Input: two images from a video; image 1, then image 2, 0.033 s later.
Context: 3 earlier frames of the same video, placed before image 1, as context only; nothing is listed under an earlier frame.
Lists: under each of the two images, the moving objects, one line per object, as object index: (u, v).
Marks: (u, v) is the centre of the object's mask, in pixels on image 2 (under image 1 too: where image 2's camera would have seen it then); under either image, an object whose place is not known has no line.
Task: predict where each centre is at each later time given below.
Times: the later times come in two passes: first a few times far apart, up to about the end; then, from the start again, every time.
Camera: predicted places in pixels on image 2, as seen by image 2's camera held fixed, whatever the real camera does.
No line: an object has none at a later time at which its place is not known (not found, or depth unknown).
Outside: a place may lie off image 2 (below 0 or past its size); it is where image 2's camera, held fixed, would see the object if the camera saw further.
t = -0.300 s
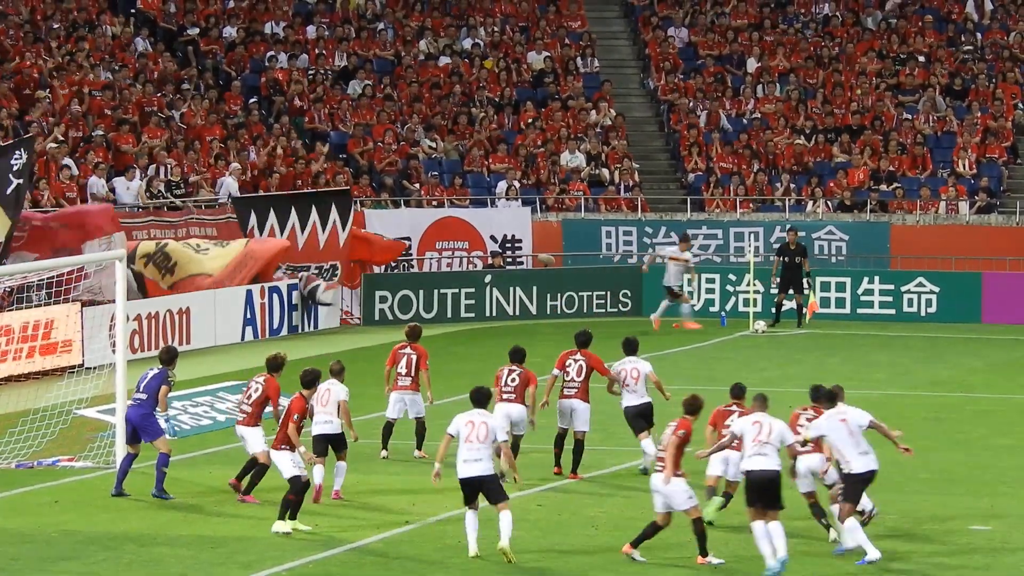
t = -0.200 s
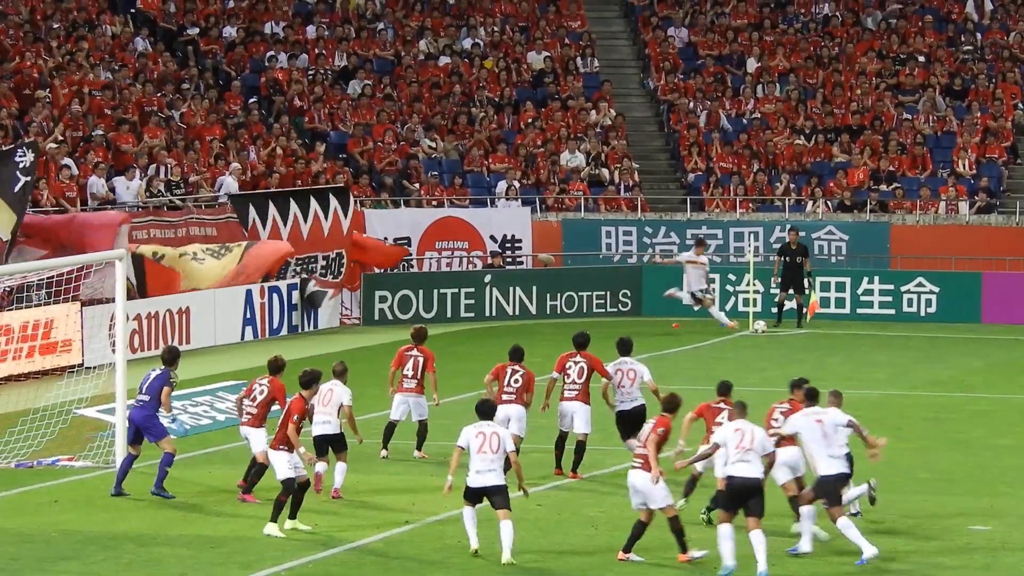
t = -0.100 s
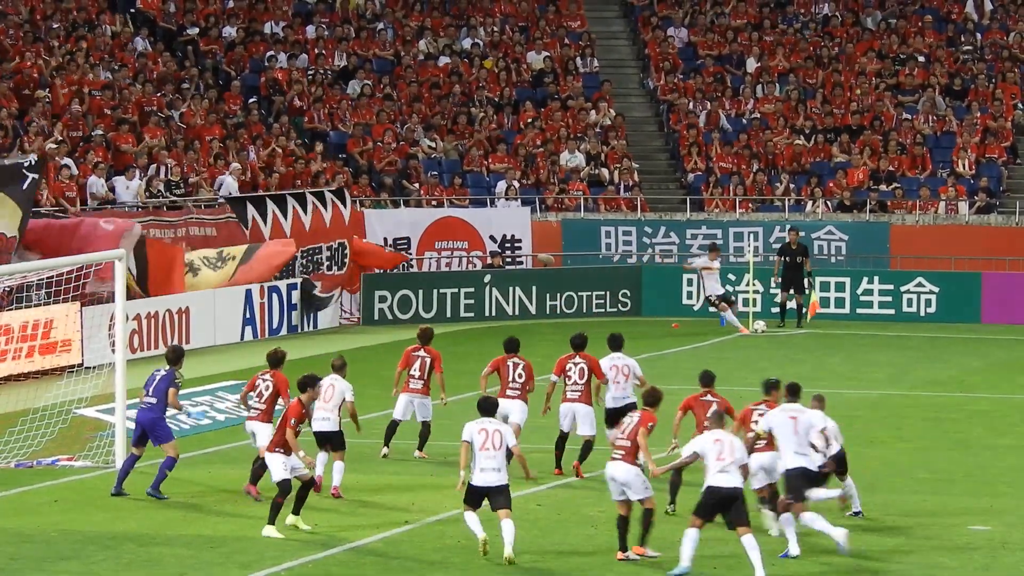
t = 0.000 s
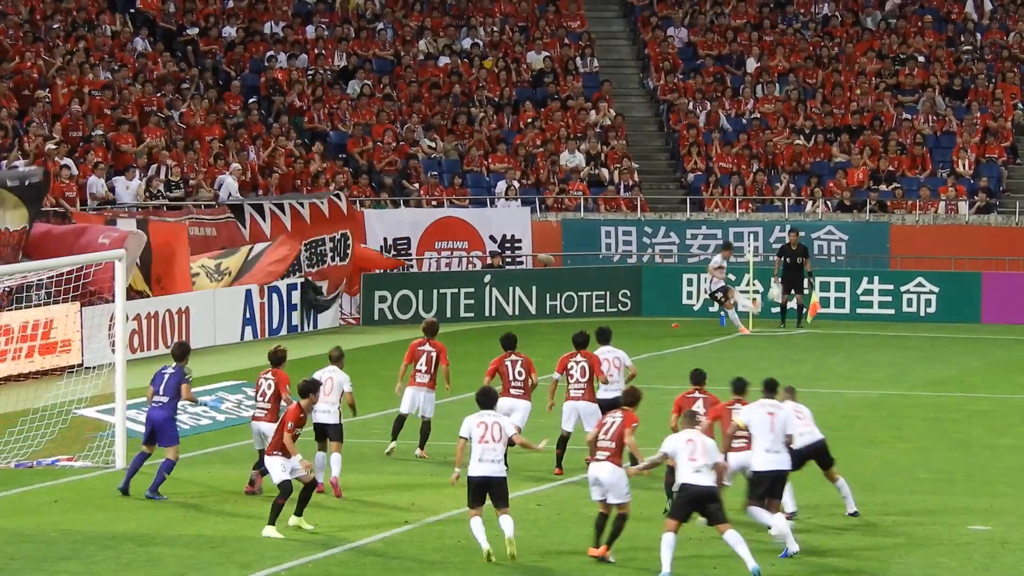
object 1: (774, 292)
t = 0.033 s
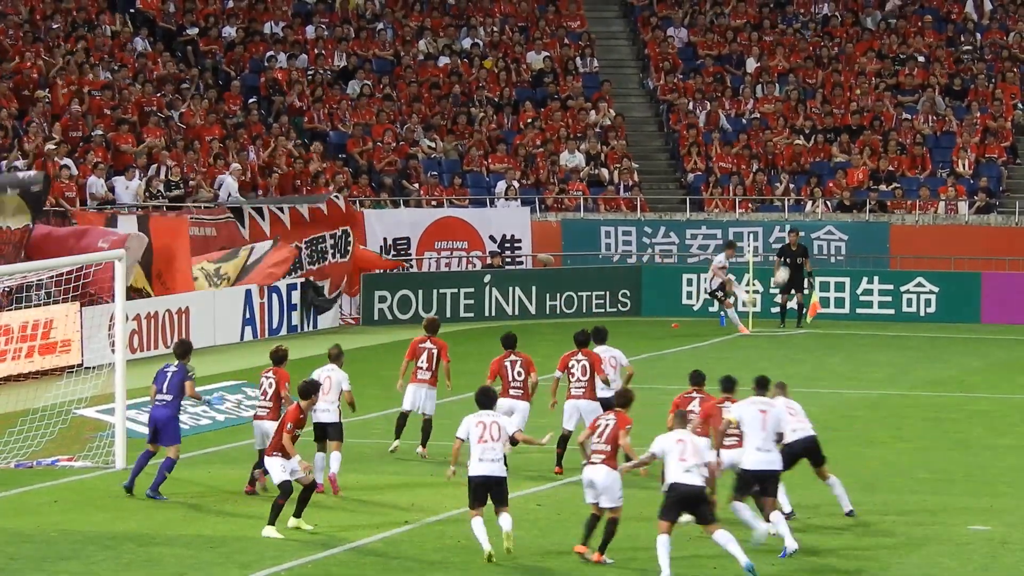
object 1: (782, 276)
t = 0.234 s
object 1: (811, 186)
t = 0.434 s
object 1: (820, 117)
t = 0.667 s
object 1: (804, 66)
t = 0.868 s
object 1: (768, 49)
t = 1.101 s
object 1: (699, 65)
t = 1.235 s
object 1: (645, 94)
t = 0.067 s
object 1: (788, 259)
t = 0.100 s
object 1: (793, 244)
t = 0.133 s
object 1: (799, 229)
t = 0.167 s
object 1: (804, 212)
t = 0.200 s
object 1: (808, 199)
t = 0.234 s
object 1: (811, 186)
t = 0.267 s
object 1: (814, 173)
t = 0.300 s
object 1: (817, 161)
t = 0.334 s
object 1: (818, 148)
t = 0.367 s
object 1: (819, 138)
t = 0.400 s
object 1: (819, 127)
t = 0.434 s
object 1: (820, 117)
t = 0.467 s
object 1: (819, 108)
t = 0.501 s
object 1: (818, 100)
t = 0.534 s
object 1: (817, 92)
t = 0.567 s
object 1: (815, 84)
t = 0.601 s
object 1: (812, 77)
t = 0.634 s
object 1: (809, 72)
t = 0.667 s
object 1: (804, 66)
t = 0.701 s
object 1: (800, 61)
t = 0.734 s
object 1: (795, 58)
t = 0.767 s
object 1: (789, 54)
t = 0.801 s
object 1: (782, 52)
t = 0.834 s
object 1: (776, 50)
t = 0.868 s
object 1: (768, 49)
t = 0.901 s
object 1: (760, 49)
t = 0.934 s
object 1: (751, 49)
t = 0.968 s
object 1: (742, 51)
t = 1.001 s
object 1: (732, 53)
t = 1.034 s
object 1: (721, 56)
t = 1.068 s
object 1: (710, 60)
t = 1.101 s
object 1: (699, 65)
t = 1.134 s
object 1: (686, 71)
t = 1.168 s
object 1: (673, 78)
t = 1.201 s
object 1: (659, 85)
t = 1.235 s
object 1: (645, 94)
